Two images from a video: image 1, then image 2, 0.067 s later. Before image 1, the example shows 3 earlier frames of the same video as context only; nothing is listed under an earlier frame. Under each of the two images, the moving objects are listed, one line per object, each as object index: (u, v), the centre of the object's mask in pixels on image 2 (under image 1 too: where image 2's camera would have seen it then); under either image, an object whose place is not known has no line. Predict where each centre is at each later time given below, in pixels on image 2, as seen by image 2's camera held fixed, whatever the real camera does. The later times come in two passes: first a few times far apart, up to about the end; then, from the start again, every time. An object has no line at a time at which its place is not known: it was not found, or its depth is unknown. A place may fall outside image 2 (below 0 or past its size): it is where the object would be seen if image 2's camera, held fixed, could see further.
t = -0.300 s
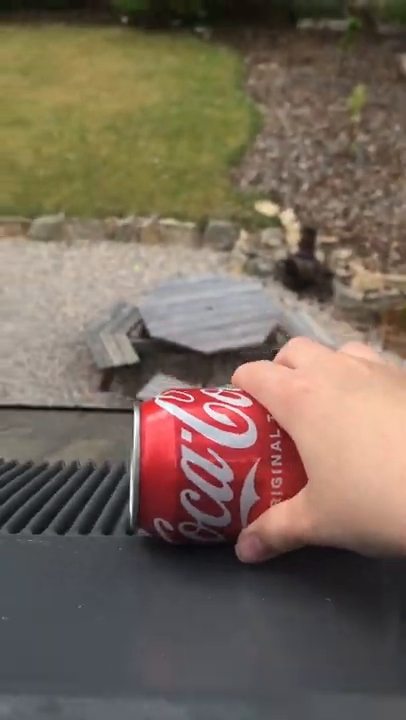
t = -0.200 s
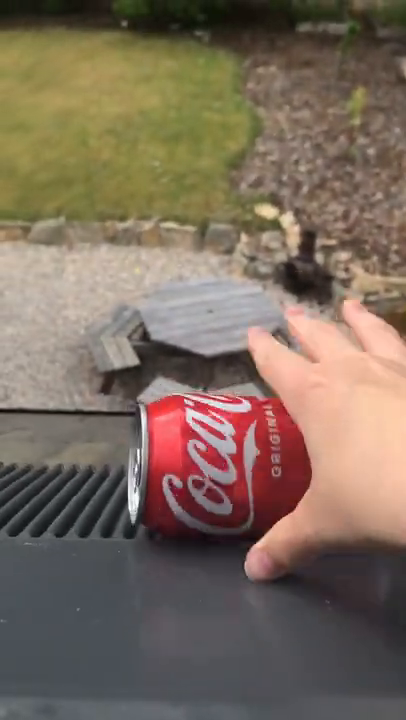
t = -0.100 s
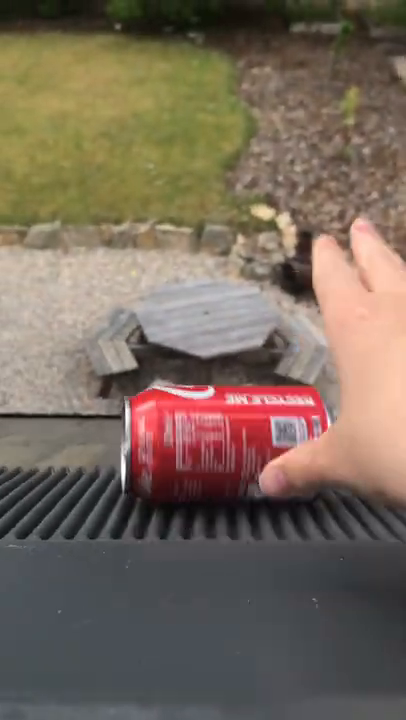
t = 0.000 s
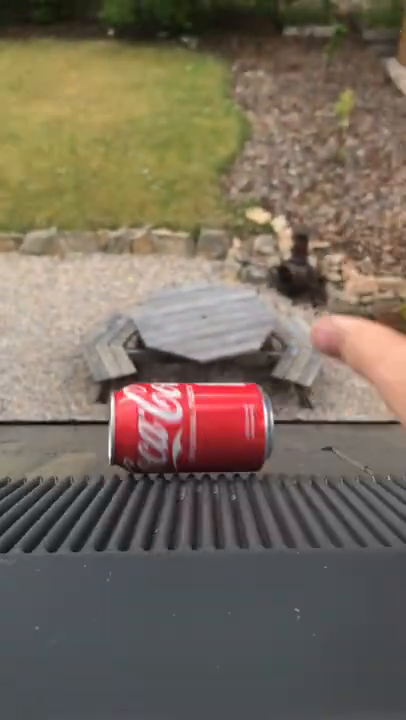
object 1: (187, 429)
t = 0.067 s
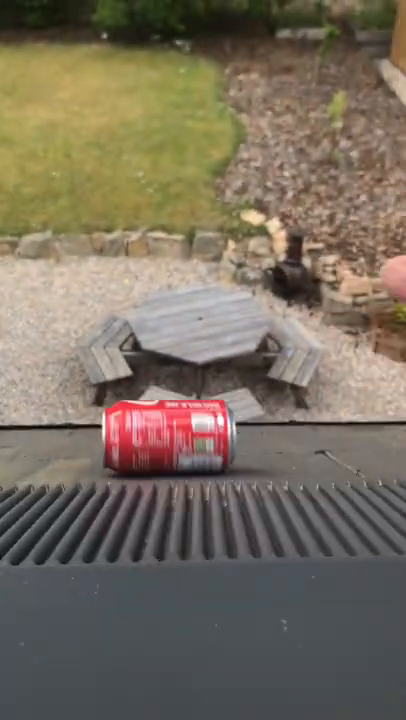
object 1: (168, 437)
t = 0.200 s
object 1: (153, 433)
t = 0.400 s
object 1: (155, 416)
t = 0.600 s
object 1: (171, 403)
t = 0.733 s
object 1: (178, 422)
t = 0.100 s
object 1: (161, 434)
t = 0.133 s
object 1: (158, 428)
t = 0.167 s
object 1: (155, 426)
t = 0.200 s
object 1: (153, 433)
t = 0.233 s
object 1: (153, 431)
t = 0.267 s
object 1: (154, 425)
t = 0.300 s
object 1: (153, 421)
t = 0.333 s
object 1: (153, 423)
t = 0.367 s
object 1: (154, 419)
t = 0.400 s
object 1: (155, 416)
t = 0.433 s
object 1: (158, 417)
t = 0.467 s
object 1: (161, 415)
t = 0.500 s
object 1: (164, 412)
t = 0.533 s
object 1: (166, 405)
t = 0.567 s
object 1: (168, 403)
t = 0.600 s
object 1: (171, 403)
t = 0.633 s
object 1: (173, 407)
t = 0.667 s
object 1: (174, 411)
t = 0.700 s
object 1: (176, 417)
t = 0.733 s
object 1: (178, 422)
